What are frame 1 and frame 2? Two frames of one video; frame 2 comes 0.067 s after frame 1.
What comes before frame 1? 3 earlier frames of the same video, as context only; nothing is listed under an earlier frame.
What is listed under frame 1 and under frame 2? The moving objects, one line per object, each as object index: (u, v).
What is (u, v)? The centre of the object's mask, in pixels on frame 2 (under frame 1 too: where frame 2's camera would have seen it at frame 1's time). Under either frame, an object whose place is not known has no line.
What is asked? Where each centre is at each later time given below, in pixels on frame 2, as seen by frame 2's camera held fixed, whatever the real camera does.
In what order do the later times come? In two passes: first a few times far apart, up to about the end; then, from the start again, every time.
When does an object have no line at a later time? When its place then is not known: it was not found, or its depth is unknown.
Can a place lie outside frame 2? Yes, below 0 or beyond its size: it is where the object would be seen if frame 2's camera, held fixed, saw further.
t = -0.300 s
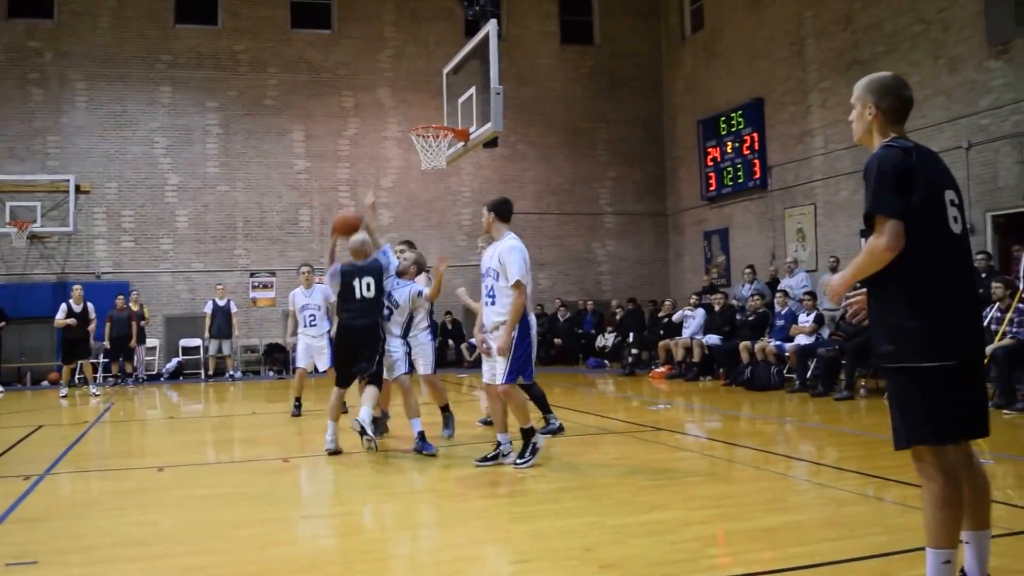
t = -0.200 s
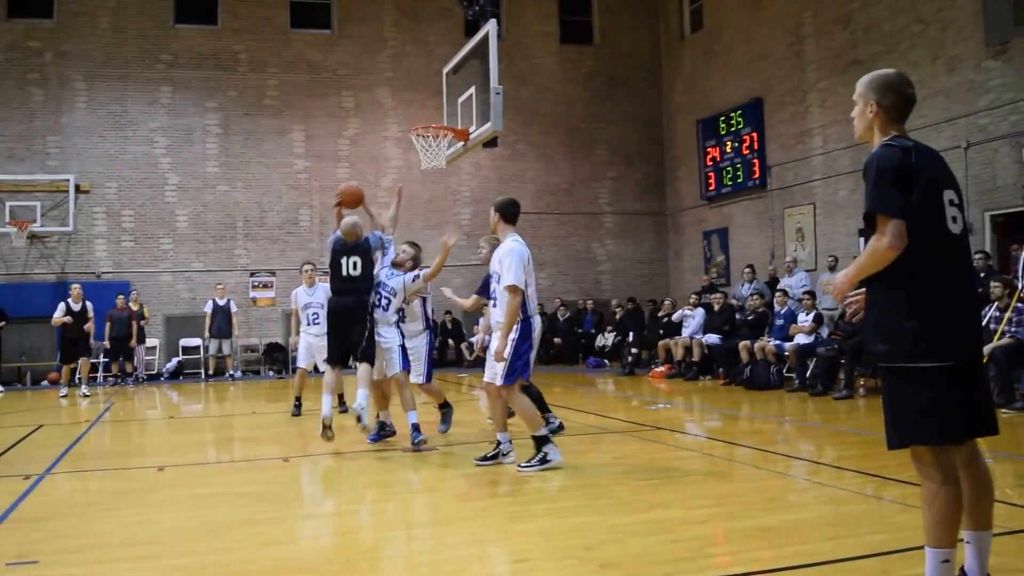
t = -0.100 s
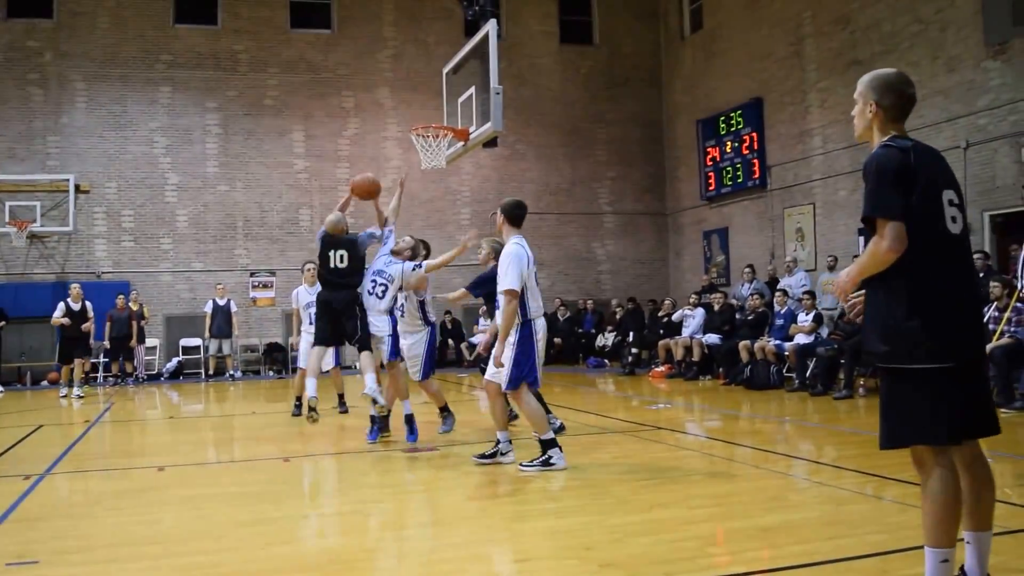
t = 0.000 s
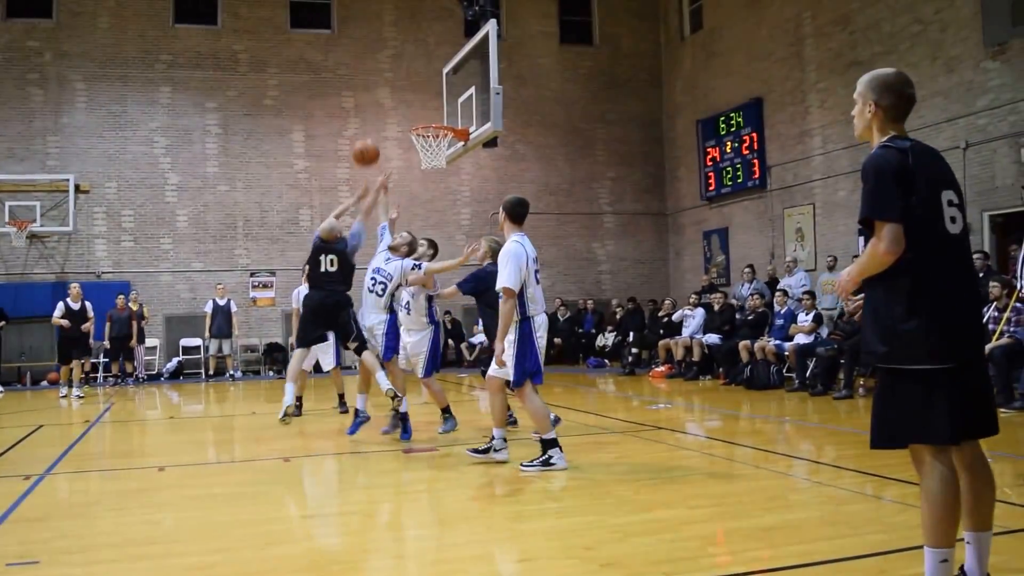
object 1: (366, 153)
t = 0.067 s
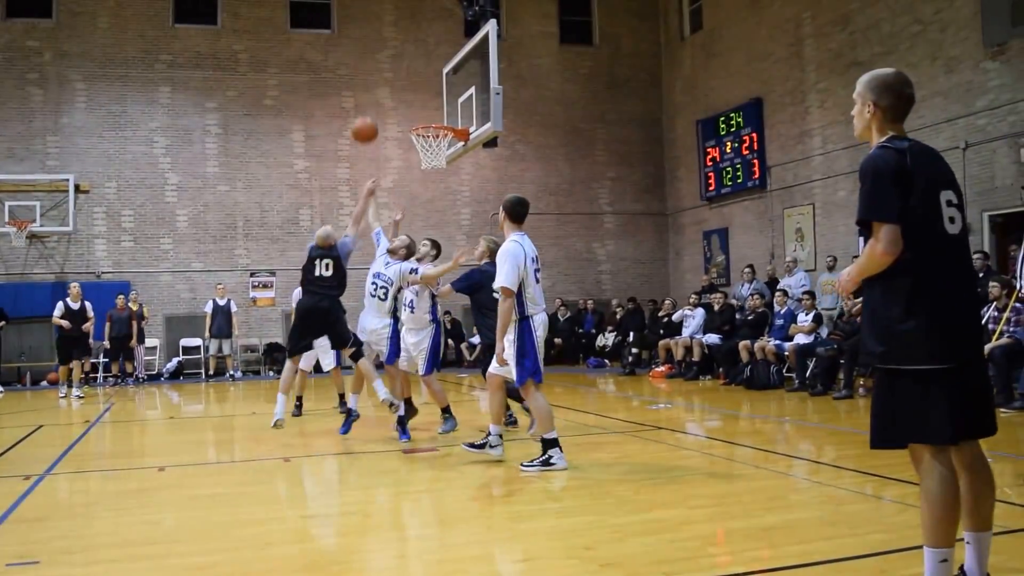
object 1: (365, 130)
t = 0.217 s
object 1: (362, 98)
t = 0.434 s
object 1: (359, 93)
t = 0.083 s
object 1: (364, 125)
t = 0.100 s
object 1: (364, 121)
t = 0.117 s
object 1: (363, 117)
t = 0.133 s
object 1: (363, 113)
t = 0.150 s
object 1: (362, 110)
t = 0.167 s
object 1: (362, 106)
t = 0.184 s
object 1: (362, 103)
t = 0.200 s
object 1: (362, 101)
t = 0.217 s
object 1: (362, 98)
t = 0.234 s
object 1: (361, 96)
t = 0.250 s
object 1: (361, 94)
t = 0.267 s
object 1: (361, 93)
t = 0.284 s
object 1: (361, 92)
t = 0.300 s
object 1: (360, 91)
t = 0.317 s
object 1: (360, 90)
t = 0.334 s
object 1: (360, 90)
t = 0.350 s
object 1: (360, 90)
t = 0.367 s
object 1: (360, 90)
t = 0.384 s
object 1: (359, 90)
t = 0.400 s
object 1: (359, 91)
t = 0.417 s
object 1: (359, 92)
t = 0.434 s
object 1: (359, 93)
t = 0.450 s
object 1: (358, 95)
